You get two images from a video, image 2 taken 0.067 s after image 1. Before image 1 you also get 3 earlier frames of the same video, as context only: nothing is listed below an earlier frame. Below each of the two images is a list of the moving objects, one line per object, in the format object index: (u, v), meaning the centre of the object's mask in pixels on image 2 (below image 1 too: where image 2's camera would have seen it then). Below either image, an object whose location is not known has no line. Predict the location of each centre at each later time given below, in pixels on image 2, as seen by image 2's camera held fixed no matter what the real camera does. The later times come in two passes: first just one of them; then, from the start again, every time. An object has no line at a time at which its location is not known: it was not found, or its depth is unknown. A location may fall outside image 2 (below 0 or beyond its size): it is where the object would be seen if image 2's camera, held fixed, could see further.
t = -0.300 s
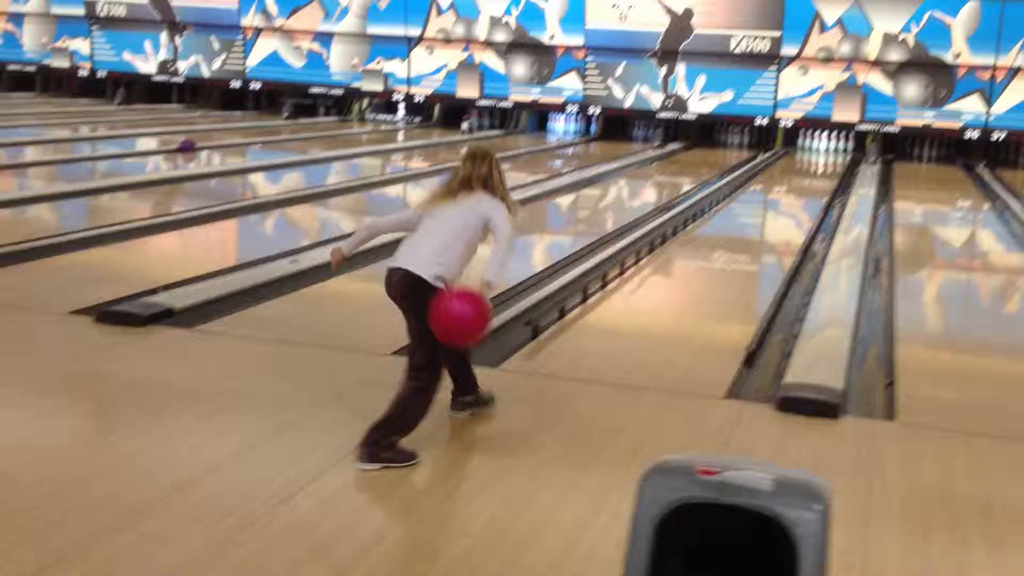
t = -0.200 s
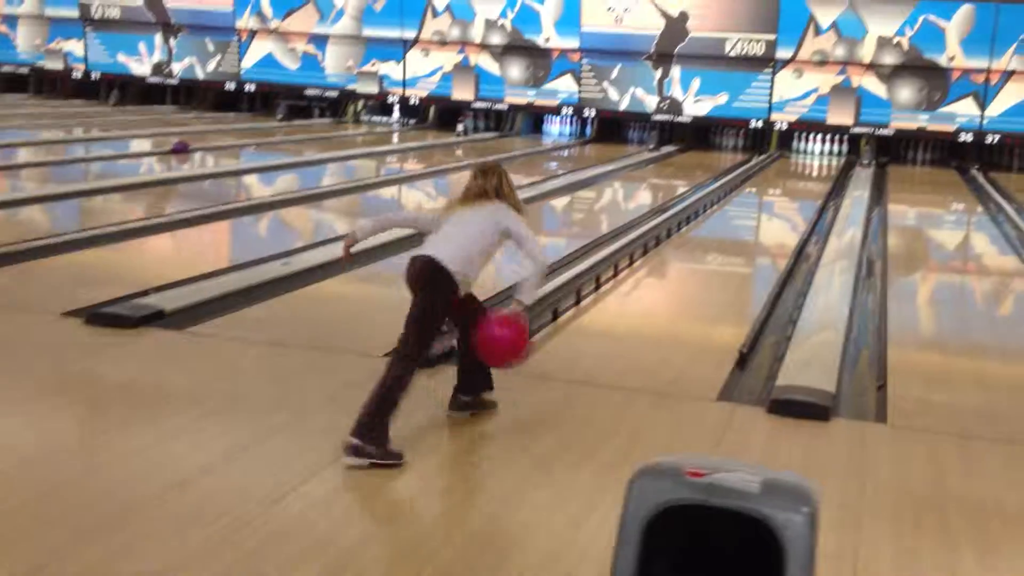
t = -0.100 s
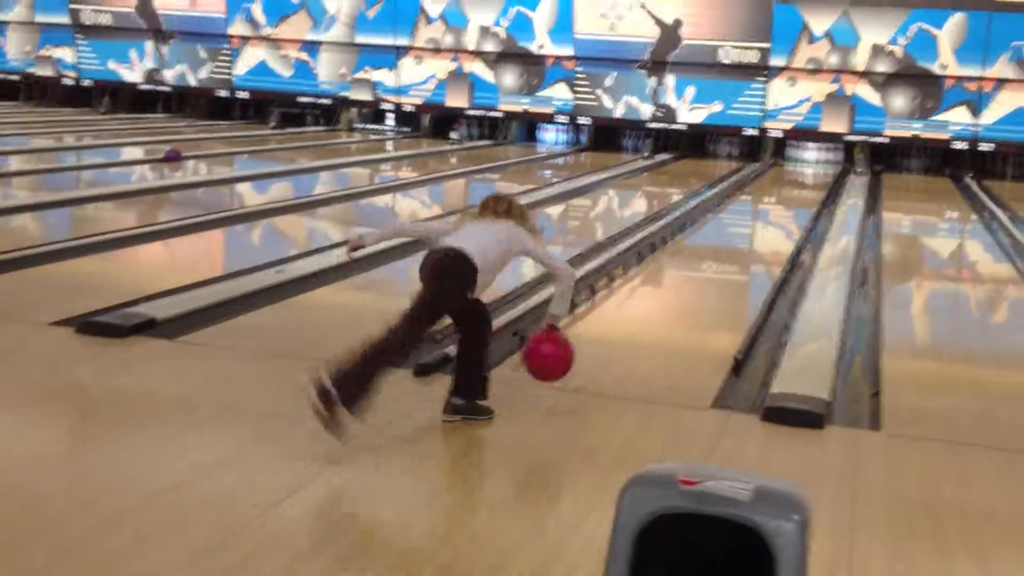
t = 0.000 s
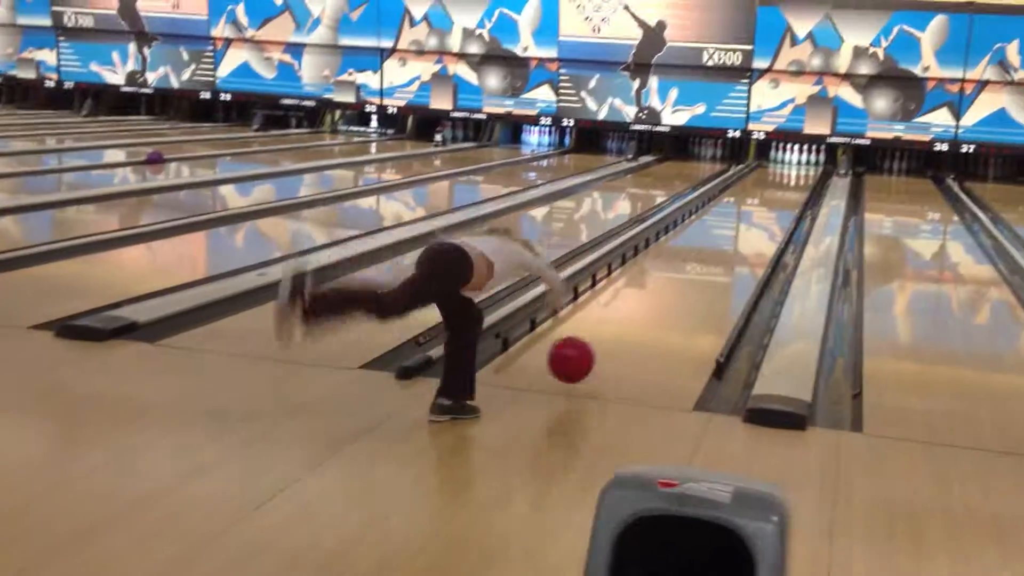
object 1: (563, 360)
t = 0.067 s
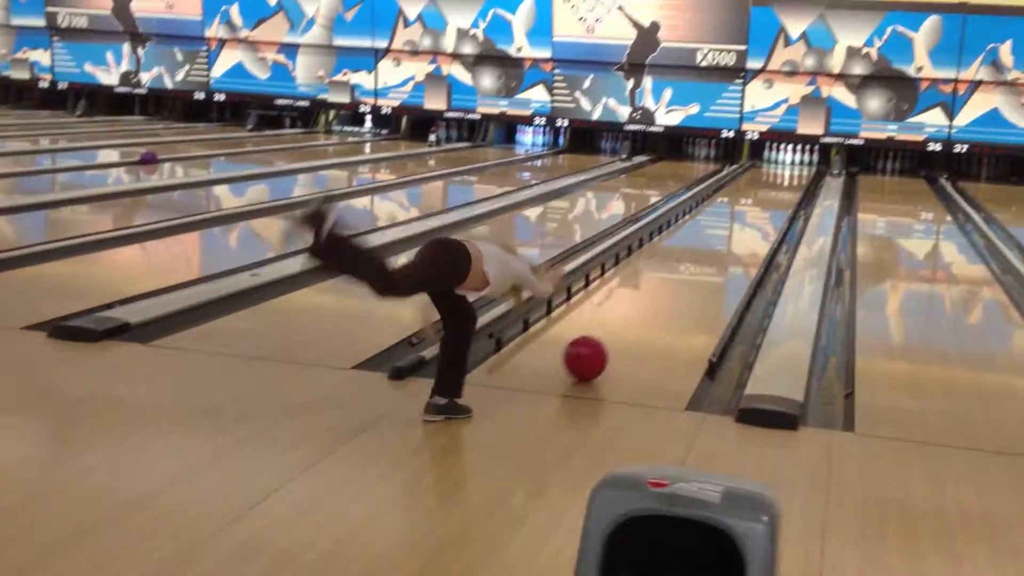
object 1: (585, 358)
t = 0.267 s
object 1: (640, 322)
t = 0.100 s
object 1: (596, 352)
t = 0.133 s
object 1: (605, 345)
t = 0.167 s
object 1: (616, 339)
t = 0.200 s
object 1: (624, 334)
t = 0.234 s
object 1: (632, 328)
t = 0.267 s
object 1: (640, 322)
